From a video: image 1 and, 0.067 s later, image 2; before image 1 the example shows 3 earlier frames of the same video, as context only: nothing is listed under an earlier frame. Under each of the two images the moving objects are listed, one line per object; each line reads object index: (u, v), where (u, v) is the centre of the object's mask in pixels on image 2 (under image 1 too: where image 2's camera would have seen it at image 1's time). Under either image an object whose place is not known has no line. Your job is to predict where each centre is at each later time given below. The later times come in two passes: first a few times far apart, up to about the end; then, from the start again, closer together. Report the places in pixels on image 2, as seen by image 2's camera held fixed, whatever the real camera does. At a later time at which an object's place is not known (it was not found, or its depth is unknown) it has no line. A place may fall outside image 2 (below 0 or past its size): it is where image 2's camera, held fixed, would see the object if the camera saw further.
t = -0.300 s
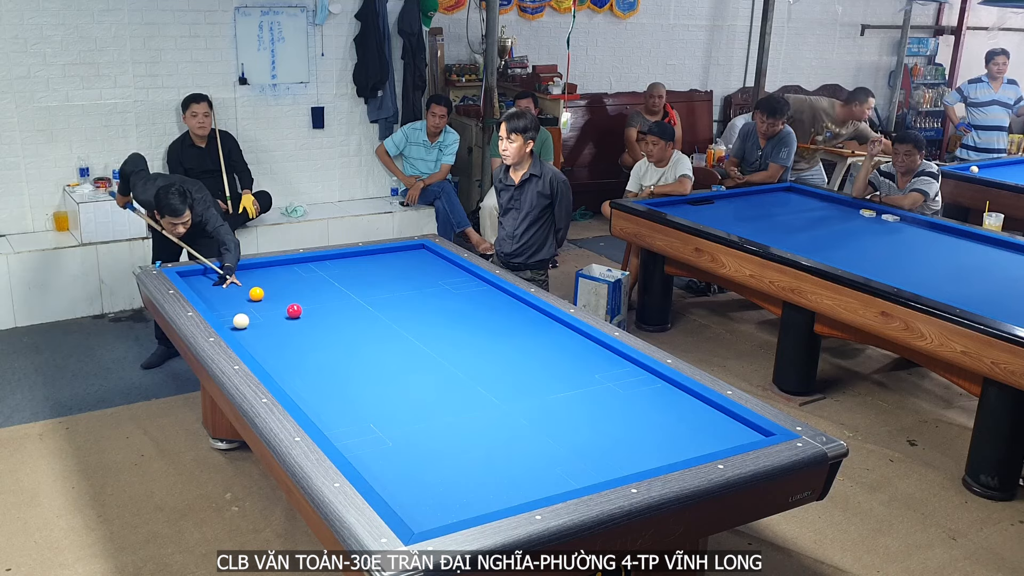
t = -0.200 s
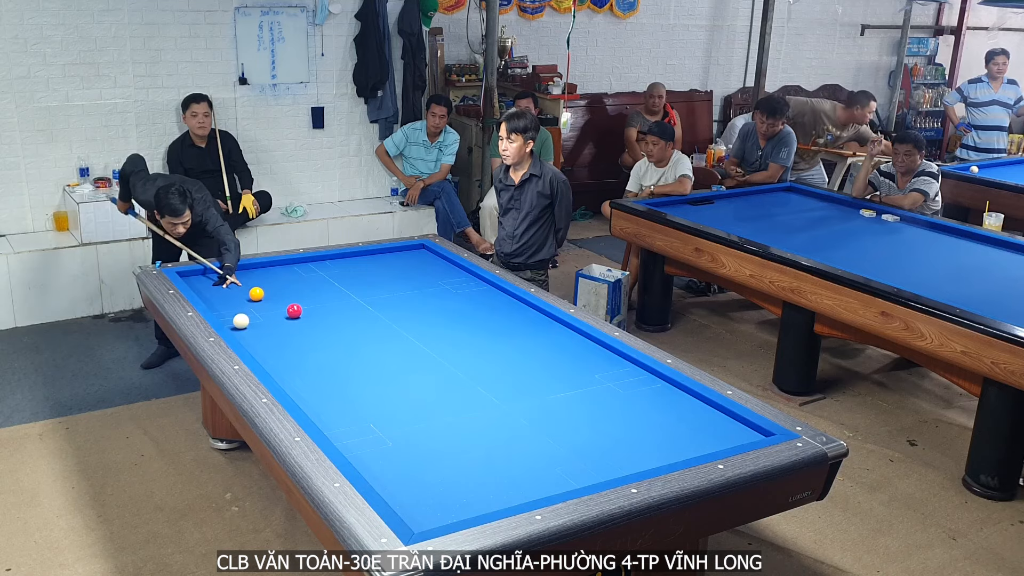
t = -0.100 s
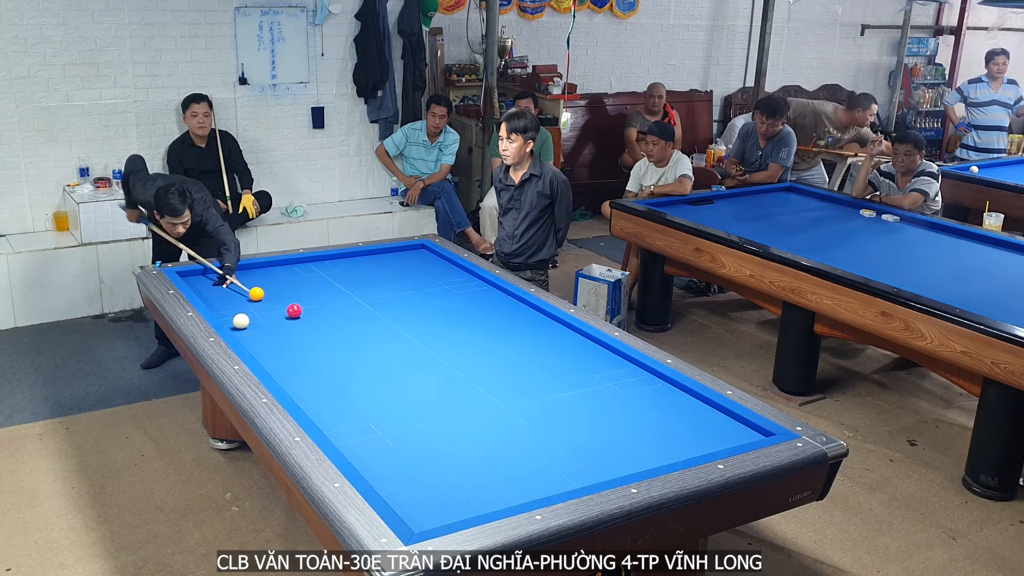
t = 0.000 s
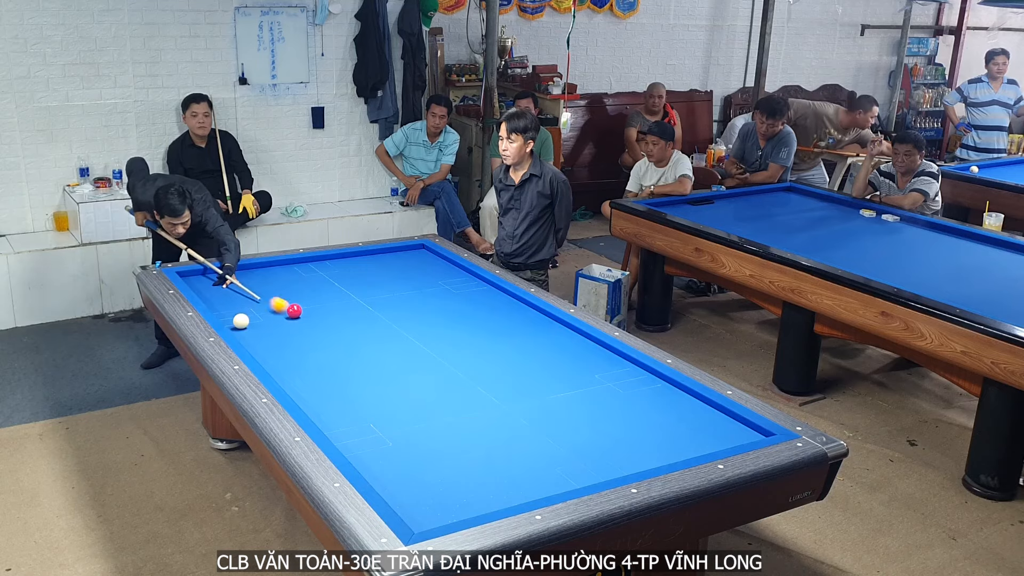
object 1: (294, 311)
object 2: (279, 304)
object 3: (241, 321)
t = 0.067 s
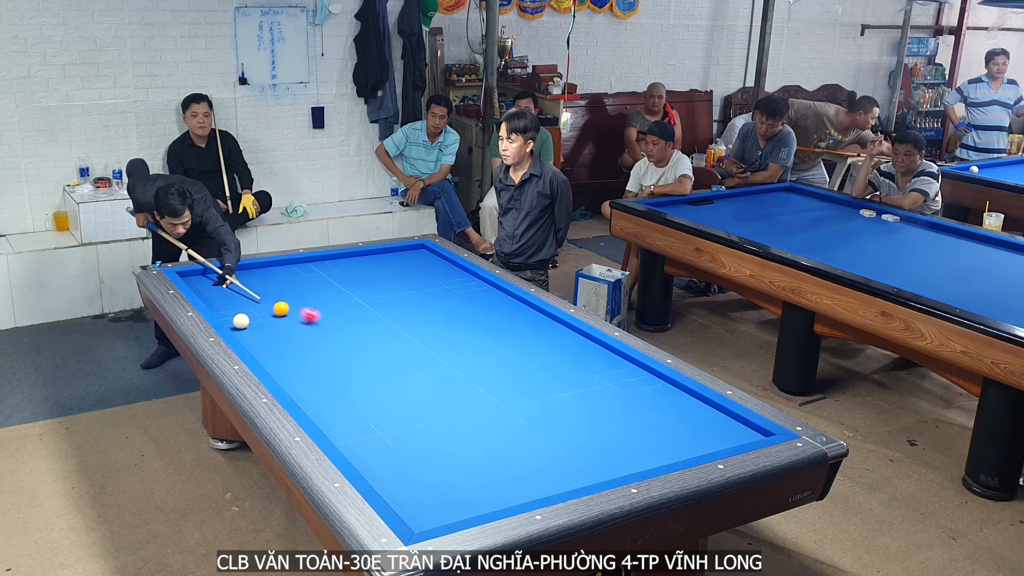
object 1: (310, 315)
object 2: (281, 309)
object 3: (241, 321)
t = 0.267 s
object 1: (372, 335)
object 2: (270, 312)
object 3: (241, 321)
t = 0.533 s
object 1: (449, 359)
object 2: (255, 315)
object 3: (241, 321)
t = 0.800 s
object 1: (534, 386)
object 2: (247, 316)
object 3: (236, 323)
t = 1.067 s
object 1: (629, 417)
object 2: (241, 316)
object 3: (233, 325)
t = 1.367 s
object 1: (712, 435)
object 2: (233, 315)
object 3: (238, 327)
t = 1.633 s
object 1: (688, 403)
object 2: (229, 316)
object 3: (243, 327)
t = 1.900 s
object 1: (659, 382)
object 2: (225, 316)
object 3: (247, 328)
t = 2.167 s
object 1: (618, 368)
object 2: (224, 316)
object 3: (251, 328)
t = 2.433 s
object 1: (581, 355)
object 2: (225, 315)
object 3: (254, 328)
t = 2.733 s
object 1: (542, 342)
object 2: (226, 315)
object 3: (256, 329)
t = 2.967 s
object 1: (514, 333)
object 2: (227, 315)
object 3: (257, 328)
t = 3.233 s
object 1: (484, 323)
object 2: (227, 314)
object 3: (257, 328)
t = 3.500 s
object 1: (456, 313)
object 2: (227, 314)
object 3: (257, 328)
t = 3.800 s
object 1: (427, 303)
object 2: (227, 314)
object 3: (257, 328)
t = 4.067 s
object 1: (403, 295)
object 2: (227, 314)
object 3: (257, 328)
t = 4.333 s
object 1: (381, 287)
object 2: (227, 314)
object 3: (257, 328)
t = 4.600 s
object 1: (359, 280)
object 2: (227, 314)
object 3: (257, 328)
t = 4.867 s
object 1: (339, 273)
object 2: (227, 314)
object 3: (257, 328)
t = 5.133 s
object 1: (321, 267)
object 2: (227, 314)
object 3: (257, 328)
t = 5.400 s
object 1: (303, 261)
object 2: (227, 314)
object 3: (257, 328)
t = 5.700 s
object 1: (296, 265)
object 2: (227, 314)
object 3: (257, 328)
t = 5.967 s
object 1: (291, 270)
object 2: (227, 314)
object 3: (257, 328)
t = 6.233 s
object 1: (286, 275)
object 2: (227, 314)
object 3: (257, 328)
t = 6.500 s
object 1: (280, 280)
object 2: (227, 314)
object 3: (257, 328)
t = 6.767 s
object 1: (275, 285)
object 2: (227, 314)
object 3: (257, 328)
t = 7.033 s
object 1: (270, 290)
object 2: (227, 314)
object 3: (257, 328)
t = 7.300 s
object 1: (265, 295)
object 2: (227, 314)
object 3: (257, 328)
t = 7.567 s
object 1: (260, 300)
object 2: (227, 314)
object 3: (257, 328)
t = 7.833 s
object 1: (255, 304)
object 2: (227, 314)
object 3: (257, 328)
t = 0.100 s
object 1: (321, 319)
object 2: (279, 309)
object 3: (241, 321)
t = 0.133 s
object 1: (331, 322)
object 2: (277, 310)
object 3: (241, 321)
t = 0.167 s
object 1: (342, 325)
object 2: (275, 310)
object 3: (241, 321)
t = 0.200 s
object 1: (352, 329)
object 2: (273, 311)
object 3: (241, 321)
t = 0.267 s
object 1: (372, 335)
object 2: (270, 312)
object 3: (241, 321)
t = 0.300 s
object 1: (382, 338)
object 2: (268, 312)
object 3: (241, 321)
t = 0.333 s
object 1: (392, 341)
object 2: (266, 313)
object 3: (241, 321)
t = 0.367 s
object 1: (401, 344)
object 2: (264, 313)
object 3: (241, 321)
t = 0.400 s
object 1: (410, 347)
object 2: (262, 314)
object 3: (241, 321)
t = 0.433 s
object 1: (420, 350)
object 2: (261, 314)
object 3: (241, 321)
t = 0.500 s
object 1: (439, 356)
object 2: (257, 315)
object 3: (241, 321)
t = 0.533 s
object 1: (449, 359)
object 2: (255, 315)
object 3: (241, 321)
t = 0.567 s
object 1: (459, 363)
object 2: (254, 316)
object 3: (241, 321)
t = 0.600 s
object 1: (469, 366)
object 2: (253, 316)
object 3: (241, 321)
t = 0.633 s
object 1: (480, 369)
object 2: (252, 316)
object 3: (240, 321)
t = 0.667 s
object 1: (490, 372)
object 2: (251, 316)
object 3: (239, 322)
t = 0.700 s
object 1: (501, 376)
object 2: (250, 316)
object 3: (238, 322)
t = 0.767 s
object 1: (522, 383)
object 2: (248, 316)
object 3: (237, 323)
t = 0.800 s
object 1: (534, 386)
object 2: (247, 316)
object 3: (236, 323)
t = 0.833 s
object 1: (545, 390)
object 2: (246, 316)
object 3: (235, 323)
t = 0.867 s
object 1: (557, 394)
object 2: (245, 316)
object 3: (235, 324)
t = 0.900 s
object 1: (568, 397)
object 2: (244, 316)
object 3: (234, 324)
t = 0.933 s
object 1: (580, 401)
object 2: (243, 316)
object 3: (233, 324)
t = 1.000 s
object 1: (604, 409)
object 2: (242, 316)
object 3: (232, 325)
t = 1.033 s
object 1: (617, 413)
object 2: (241, 316)
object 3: (232, 325)
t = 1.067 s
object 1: (629, 417)
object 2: (241, 316)
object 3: (233, 325)
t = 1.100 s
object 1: (642, 421)
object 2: (240, 316)
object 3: (234, 325)
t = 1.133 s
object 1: (655, 425)
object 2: (239, 315)
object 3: (234, 326)
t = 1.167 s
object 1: (668, 430)
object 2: (238, 315)
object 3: (235, 326)
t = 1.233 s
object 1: (695, 438)
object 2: (236, 315)
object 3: (236, 326)
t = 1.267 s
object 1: (709, 442)
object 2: (235, 315)
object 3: (237, 326)
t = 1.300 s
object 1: (721, 443)
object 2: (235, 315)
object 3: (237, 326)
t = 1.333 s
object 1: (717, 440)
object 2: (234, 315)
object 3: (238, 327)
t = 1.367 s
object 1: (712, 435)
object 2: (233, 315)
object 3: (238, 327)
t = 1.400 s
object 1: (707, 430)
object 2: (232, 316)
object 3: (239, 327)
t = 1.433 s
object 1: (704, 426)
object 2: (232, 316)
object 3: (240, 327)
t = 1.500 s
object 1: (697, 417)
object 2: (231, 316)
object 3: (241, 327)
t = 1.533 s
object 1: (694, 413)
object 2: (230, 316)
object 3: (242, 327)
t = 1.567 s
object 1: (692, 410)
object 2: (230, 317)
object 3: (242, 327)
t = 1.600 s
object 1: (690, 406)
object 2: (229, 317)
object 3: (243, 327)
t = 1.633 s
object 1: (688, 403)
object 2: (229, 316)
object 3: (243, 327)
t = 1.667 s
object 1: (686, 399)
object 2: (228, 317)
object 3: (244, 327)
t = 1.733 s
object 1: (683, 393)
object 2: (227, 317)
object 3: (245, 327)
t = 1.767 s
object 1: (681, 390)
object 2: (227, 317)
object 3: (245, 328)
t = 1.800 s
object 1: (676, 388)
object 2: (226, 316)
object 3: (246, 328)
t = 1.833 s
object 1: (670, 386)
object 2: (226, 316)
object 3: (247, 328)
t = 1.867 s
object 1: (664, 384)
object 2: (226, 317)
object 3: (247, 328)
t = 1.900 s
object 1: (659, 382)
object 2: (225, 316)
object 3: (247, 328)
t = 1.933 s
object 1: (654, 380)
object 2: (225, 316)
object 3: (248, 328)
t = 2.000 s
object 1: (643, 377)
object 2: (224, 316)
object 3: (249, 328)
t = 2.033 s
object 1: (639, 375)
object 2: (224, 316)
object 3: (249, 328)
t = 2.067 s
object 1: (633, 374)
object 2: (224, 316)
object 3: (250, 328)
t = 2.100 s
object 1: (628, 372)
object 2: (224, 316)
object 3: (250, 328)
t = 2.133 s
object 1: (623, 370)
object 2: (224, 316)
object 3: (251, 328)
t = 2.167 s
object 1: (618, 368)
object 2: (224, 316)
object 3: (251, 328)
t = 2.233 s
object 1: (609, 365)
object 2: (224, 316)
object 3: (252, 328)
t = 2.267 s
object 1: (604, 363)
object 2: (224, 316)
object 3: (252, 328)
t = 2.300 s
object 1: (599, 362)
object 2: (224, 315)
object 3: (252, 328)
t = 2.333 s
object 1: (594, 360)
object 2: (224, 315)
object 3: (253, 328)
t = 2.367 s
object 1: (590, 359)
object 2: (224, 315)
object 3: (253, 328)
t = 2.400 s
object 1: (585, 357)
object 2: (225, 315)
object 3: (253, 329)
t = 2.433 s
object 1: (581, 355)
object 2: (225, 315)
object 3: (254, 328)
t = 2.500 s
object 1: (572, 352)
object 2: (225, 315)
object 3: (254, 329)
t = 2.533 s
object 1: (567, 351)
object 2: (225, 315)
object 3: (254, 329)
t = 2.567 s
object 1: (563, 350)
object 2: (225, 315)
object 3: (255, 329)
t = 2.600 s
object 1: (559, 348)
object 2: (225, 315)
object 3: (255, 329)
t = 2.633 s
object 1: (555, 347)
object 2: (226, 315)
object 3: (255, 329)
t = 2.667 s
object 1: (550, 345)
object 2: (226, 315)
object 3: (255, 329)
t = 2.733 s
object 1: (542, 342)
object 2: (226, 315)
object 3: (256, 329)
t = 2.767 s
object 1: (538, 341)
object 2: (226, 315)
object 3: (256, 329)
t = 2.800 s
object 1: (534, 339)
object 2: (226, 315)
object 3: (256, 329)
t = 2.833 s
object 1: (530, 338)
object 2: (226, 315)
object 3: (256, 328)
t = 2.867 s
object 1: (526, 337)
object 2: (227, 315)
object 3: (257, 328)
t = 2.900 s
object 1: (522, 335)
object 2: (227, 315)
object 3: (257, 328)
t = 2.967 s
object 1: (514, 333)
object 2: (227, 315)
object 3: (257, 328)
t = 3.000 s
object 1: (510, 331)
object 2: (227, 315)
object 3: (257, 328)
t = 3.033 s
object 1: (506, 330)
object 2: (227, 314)
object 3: (257, 328)
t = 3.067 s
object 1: (503, 329)
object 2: (227, 314)
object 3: (257, 328)
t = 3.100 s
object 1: (499, 327)
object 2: (227, 314)
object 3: (257, 328)
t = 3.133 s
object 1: (495, 326)
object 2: (227, 314)
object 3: (257, 328)
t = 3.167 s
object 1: (492, 325)
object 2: (227, 314)
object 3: (257, 328)
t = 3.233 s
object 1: (484, 323)
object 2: (227, 314)
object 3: (257, 328)
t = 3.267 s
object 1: (481, 321)
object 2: (227, 314)
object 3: (257, 328)
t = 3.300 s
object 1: (477, 320)
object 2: (227, 314)
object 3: (257, 328)
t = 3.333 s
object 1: (473, 319)
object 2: (227, 314)
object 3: (257, 328)
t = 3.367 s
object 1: (470, 318)
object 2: (227, 314)
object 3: (257, 328)
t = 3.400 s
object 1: (467, 317)
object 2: (227, 314)
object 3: (257, 328)
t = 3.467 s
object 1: (460, 314)
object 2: (227, 314)
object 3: (257, 328)
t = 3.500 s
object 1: (456, 313)
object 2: (227, 314)
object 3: (257, 328)
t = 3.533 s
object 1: (453, 312)
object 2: (227, 314)
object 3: (257, 328)
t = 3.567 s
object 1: (450, 311)
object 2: (227, 314)
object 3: (257, 328)
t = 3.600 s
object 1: (446, 310)
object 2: (227, 314)
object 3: (257, 328)
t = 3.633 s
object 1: (443, 309)
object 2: (227, 314)
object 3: (257, 328)
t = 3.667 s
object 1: (440, 308)
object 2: (227, 314)
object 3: (257, 328)
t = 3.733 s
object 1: (433, 305)
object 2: (227, 314)
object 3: (257, 328)
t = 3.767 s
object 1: (431, 304)
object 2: (227, 314)
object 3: (257, 328)
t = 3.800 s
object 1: (427, 303)
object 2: (227, 314)
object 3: (257, 328)
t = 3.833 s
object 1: (424, 302)
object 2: (227, 314)
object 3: (257, 328)
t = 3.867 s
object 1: (421, 301)
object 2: (227, 314)
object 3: (257, 328)
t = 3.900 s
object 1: (418, 300)
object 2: (227, 314)
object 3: (257, 328)
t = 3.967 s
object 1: (412, 298)
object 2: (227, 314)
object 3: (257, 328)
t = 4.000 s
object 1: (409, 297)
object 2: (227, 314)
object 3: (257, 328)
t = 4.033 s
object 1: (406, 296)
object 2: (227, 314)
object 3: (257, 328)
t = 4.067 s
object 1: (403, 295)
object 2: (227, 314)
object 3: (257, 328)
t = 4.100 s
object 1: (400, 294)
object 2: (227, 314)
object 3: (257, 328)
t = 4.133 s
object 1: (398, 293)
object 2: (227, 314)
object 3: (257, 328)
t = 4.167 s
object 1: (395, 292)
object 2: (227, 314)
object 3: (257, 328)
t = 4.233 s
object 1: (389, 290)
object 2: (227, 314)
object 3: (257, 328)
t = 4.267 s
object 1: (386, 289)
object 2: (227, 314)
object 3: (257, 328)
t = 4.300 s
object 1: (383, 288)
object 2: (227, 314)
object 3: (257, 328)
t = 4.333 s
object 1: (381, 287)
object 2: (227, 314)
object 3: (257, 328)
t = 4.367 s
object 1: (378, 287)
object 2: (227, 314)
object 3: (257, 328)
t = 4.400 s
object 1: (375, 285)
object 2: (227, 314)
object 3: (257, 328)
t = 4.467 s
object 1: (370, 284)
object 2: (227, 314)
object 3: (257, 328)
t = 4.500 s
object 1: (367, 283)
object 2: (227, 314)
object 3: (257, 328)
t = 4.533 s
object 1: (364, 282)
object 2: (227, 314)
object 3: (257, 328)
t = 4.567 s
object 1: (362, 281)
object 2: (227, 314)
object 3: (257, 328)
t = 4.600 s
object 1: (359, 280)
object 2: (227, 314)
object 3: (257, 328)
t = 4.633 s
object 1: (357, 279)
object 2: (227, 314)
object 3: (257, 328)
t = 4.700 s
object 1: (352, 277)
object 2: (227, 314)
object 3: (257, 328)
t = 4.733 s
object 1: (349, 277)
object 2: (227, 314)
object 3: (257, 328)
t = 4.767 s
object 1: (347, 276)
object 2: (227, 314)
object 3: (257, 328)
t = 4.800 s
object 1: (344, 275)
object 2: (227, 314)
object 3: (257, 328)
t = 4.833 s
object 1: (342, 274)
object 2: (227, 314)
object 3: (257, 328)
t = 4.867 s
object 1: (339, 273)
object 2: (227, 314)
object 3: (257, 328)
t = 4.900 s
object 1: (337, 272)
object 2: (227, 314)
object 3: (257, 328)
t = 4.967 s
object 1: (332, 271)
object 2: (227, 314)
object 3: (257, 328)
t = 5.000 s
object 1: (330, 270)
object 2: (227, 314)
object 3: (257, 328)
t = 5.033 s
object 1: (327, 269)
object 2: (227, 314)
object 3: (257, 328)
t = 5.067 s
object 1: (325, 268)
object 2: (227, 314)
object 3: (257, 328)
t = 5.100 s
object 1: (323, 268)
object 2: (227, 314)
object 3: (257, 328)
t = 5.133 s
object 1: (321, 267)
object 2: (227, 314)
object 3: (257, 328)
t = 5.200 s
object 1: (316, 266)
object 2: (227, 314)
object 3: (257, 328)
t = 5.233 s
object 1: (314, 265)
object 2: (227, 314)
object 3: (257, 328)
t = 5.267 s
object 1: (312, 264)
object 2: (227, 314)
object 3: (257, 328)
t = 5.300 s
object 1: (309, 263)
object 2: (227, 314)
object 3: (257, 328)
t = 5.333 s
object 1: (307, 262)
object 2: (227, 314)
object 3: (257, 328)
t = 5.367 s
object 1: (305, 262)
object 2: (227, 314)
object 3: (257, 328)
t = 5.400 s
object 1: (303, 261)
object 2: (227, 314)
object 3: (257, 328)
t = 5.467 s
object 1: (300, 260)
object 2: (227, 314)
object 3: (257, 328)
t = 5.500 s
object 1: (299, 261)
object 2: (227, 314)
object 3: (257, 328)
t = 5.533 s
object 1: (299, 262)
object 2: (227, 314)
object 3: (257, 328)
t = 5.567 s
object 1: (298, 262)
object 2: (227, 314)
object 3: (257, 328)
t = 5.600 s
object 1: (297, 263)
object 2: (227, 314)
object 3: (257, 328)
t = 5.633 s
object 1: (297, 264)
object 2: (227, 314)
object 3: (257, 328)
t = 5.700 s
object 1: (296, 265)
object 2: (227, 314)
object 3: (257, 328)
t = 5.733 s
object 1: (295, 266)
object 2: (227, 314)
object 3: (257, 328)
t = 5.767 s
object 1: (294, 266)
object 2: (227, 314)
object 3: (257, 328)
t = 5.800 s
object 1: (294, 267)
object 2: (227, 314)
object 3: (257, 328)
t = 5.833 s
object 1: (293, 268)
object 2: (227, 314)
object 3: (257, 328)
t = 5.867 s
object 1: (293, 268)
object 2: (227, 314)
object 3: (257, 328)
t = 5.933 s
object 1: (291, 270)
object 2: (227, 314)
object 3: (257, 328)
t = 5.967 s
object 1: (291, 270)
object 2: (227, 314)
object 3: (257, 328)
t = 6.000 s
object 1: (290, 271)
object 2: (227, 314)
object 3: (257, 328)
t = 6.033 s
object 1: (289, 271)
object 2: (227, 314)
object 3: (257, 328)
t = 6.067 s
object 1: (289, 272)
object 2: (227, 314)
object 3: (257, 328)
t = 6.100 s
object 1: (288, 273)
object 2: (227, 314)
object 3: (257, 328)
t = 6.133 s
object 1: (287, 273)
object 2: (227, 314)
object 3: (257, 328)
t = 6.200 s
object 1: (286, 275)
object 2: (227, 314)
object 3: (257, 328)
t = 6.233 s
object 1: (286, 275)
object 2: (227, 314)
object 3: (257, 328)
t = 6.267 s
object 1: (285, 276)
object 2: (227, 314)
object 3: (257, 328)
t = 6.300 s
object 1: (284, 277)
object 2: (227, 314)
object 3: (257, 328)
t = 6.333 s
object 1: (283, 277)
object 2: (227, 314)
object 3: (257, 328)
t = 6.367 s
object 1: (283, 278)
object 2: (227, 314)
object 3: (257, 328)
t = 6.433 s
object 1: (281, 279)
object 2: (227, 314)
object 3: (257, 328)
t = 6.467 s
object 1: (281, 280)
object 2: (227, 314)
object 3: (257, 328)
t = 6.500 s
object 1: (280, 280)
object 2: (227, 314)
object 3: (257, 328)
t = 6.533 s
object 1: (280, 281)
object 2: (227, 314)
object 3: (257, 328)
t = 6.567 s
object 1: (279, 282)
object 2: (227, 314)
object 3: (257, 328)
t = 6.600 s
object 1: (278, 282)
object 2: (227, 314)
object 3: (257, 328)
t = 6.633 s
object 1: (277, 283)
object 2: (227, 314)
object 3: (257, 328)
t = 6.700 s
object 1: (276, 284)
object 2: (227, 314)
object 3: (257, 328)
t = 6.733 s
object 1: (276, 285)
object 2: (227, 314)
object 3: (257, 328)
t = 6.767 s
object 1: (275, 285)
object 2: (227, 314)
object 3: (257, 328)
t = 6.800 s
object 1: (274, 286)
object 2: (227, 314)
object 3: (257, 328)
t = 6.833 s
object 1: (274, 287)
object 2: (227, 314)
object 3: (257, 328)
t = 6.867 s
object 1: (273, 287)
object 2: (227, 314)
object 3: (257, 328)
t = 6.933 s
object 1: (272, 289)
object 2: (227, 314)
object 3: (257, 328)
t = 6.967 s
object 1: (271, 289)
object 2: (227, 314)
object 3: (257, 328)
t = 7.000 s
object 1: (271, 290)
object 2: (227, 314)
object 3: (257, 328)
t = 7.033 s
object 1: (270, 290)
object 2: (227, 314)
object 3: (257, 328)
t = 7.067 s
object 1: (269, 291)
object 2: (227, 314)
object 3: (257, 328)
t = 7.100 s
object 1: (269, 292)
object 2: (227, 314)
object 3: (257, 328)
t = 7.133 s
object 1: (268, 292)
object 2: (227, 314)
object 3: (257, 328)
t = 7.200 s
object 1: (267, 294)
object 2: (227, 314)
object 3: (257, 328)
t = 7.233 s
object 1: (266, 294)
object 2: (227, 314)
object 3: (257, 328)
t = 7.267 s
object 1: (265, 295)
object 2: (227, 314)
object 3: (257, 328)
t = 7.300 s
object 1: (265, 295)
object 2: (227, 314)
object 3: (257, 328)
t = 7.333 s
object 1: (264, 296)
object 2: (227, 314)
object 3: (257, 328)
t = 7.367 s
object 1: (264, 296)
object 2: (227, 314)
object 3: (257, 328)
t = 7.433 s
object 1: (262, 298)
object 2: (227, 314)
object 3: (257, 328)
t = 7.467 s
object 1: (262, 298)
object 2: (227, 314)
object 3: (257, 328)
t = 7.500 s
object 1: (261, 299)
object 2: (227, 314)
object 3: (257, 328)
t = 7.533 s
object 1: (260, 299)
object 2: (227, 314)
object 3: (257, 328)
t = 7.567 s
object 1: (260, 300)
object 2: (227, 314)
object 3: (257, 328)
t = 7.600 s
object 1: (259, 300)
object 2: (227, 314)
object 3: (257, 328)
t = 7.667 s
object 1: (258, 302)
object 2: (227, 314)
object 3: (257, 328)
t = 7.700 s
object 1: (257, 302)
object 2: (227, 314)
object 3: (257, 328)
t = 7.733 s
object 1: (257, 303)
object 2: (227, 314)
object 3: (257, 328)
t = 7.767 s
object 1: (256, 303)
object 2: (227, 314)
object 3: (257, 328)
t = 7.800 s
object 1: (256, 304)
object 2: (227, 314)
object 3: (257, 328)
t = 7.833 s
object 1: (255, 304)
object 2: (227, 314)
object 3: (257, 328)
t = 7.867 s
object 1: (254, 305)
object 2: (227, 314)
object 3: (257, 328)
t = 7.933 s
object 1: (253, 306)
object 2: (227, 314)
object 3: (257, 328)
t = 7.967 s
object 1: (252, 307)
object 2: (227, 314)
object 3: (257, 328)
